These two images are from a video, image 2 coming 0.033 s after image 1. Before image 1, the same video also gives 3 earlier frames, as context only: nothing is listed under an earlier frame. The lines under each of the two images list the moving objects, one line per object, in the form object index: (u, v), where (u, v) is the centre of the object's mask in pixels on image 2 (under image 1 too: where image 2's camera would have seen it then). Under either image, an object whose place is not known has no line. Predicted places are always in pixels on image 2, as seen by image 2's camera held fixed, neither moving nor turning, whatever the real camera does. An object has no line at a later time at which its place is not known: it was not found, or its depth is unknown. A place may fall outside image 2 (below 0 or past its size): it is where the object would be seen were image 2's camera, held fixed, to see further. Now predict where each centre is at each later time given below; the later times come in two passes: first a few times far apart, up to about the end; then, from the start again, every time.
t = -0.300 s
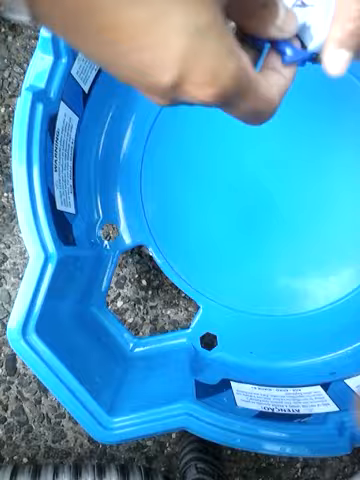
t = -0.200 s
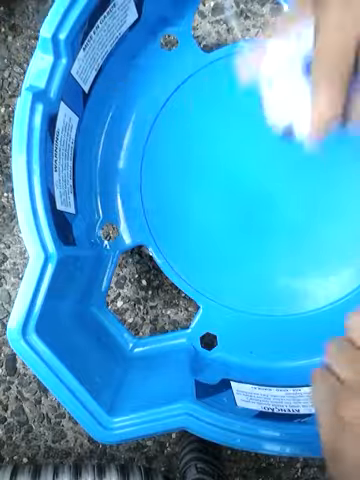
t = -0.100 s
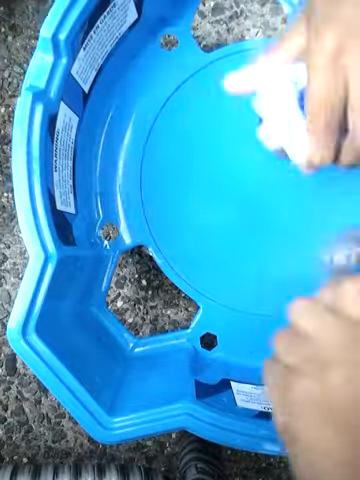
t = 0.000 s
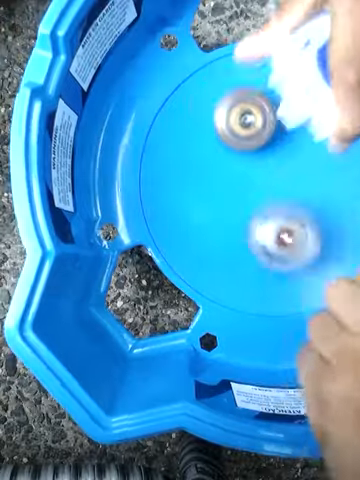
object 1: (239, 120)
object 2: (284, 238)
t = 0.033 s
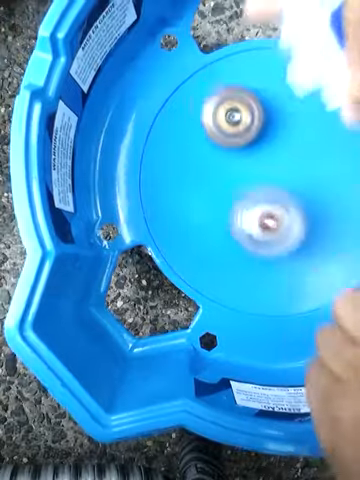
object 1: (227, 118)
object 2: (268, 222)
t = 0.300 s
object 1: (264, 69)
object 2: (217, 122)
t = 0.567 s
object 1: (338, 252)
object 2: (157, 173)
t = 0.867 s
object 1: (259, 275)
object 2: (181, 227)
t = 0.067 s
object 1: (217, 108)
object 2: (250, 209)
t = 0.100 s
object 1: (209, 97)
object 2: (231, 197)
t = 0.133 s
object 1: (207, 85)
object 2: (227, 178)
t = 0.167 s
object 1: (209, 74)
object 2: (223, 161)
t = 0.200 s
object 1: (219, 64)
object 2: (217, 147)
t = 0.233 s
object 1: (232, 59)
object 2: (214, 137)
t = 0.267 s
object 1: (248, 61)
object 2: (215, 127)
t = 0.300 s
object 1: (264, 69)
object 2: (217, 122)
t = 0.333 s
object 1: (278, 82)
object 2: (219, 120)
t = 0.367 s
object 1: (288, 101)
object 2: (223, 121)
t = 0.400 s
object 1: (291, 122)
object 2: (228, 125)
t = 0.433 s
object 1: (292, 145)
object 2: (228, 131)
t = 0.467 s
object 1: (313, 172)
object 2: (204, 137)
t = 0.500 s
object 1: (332, 198)
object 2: (184, 145)
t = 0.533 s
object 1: (337, 226)
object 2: (168, 157)
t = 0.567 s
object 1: (338, 252)
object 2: (157, 173)
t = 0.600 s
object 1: (335, 278)
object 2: (148, 190)
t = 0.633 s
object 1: (323, 301)
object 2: (150, 209)
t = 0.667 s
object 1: (302, 308)
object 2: (163, 227)
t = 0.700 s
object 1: (275, 306)
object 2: (176, 244)
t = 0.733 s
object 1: (250, 306)
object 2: (191, 259)
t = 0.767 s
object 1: (246, 299)
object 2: (187, 254)
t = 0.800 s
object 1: (248, 287)
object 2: (181, 243)
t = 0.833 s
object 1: (253, 280)
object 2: (180, 235)
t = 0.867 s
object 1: (259, 275)
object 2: (181, 227)
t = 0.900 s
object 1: (267, 275)
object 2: (183, 219)
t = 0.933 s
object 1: (276, 277)
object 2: (187, 212)
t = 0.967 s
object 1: (285, 283)
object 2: (192, 204)
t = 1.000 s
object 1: (295, 291)
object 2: (195, 198)
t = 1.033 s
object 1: (304, 300)
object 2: (199, 190)
